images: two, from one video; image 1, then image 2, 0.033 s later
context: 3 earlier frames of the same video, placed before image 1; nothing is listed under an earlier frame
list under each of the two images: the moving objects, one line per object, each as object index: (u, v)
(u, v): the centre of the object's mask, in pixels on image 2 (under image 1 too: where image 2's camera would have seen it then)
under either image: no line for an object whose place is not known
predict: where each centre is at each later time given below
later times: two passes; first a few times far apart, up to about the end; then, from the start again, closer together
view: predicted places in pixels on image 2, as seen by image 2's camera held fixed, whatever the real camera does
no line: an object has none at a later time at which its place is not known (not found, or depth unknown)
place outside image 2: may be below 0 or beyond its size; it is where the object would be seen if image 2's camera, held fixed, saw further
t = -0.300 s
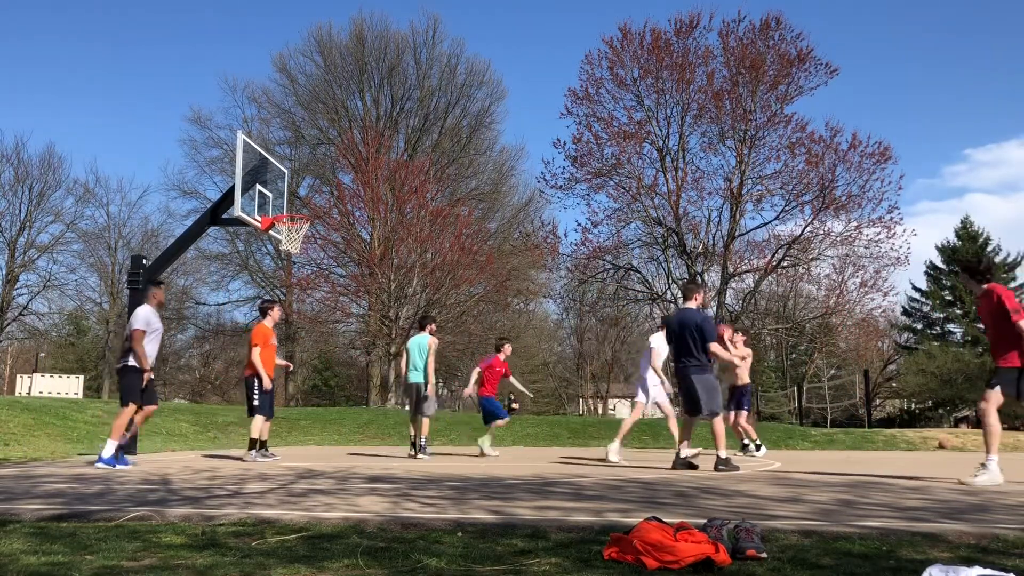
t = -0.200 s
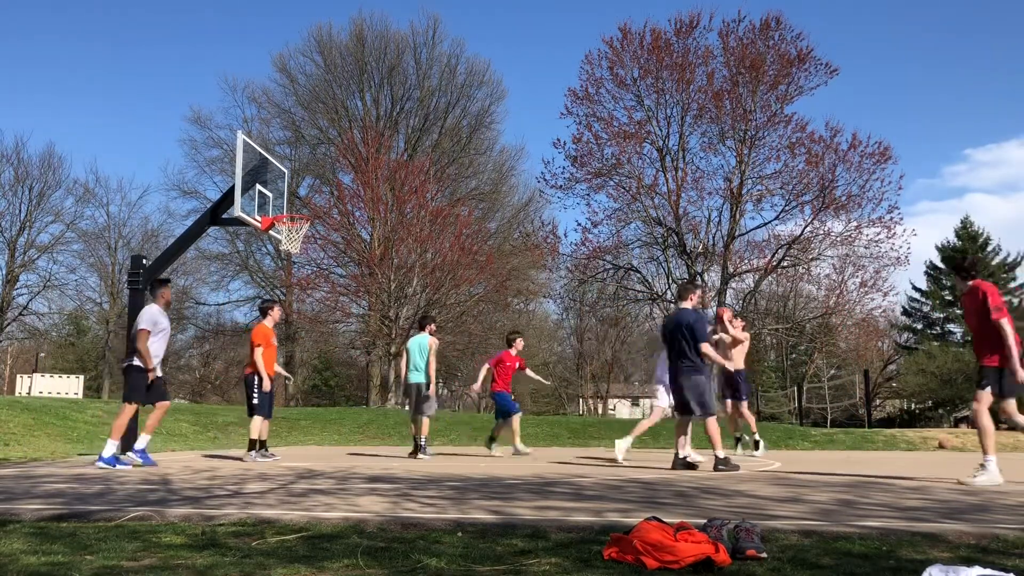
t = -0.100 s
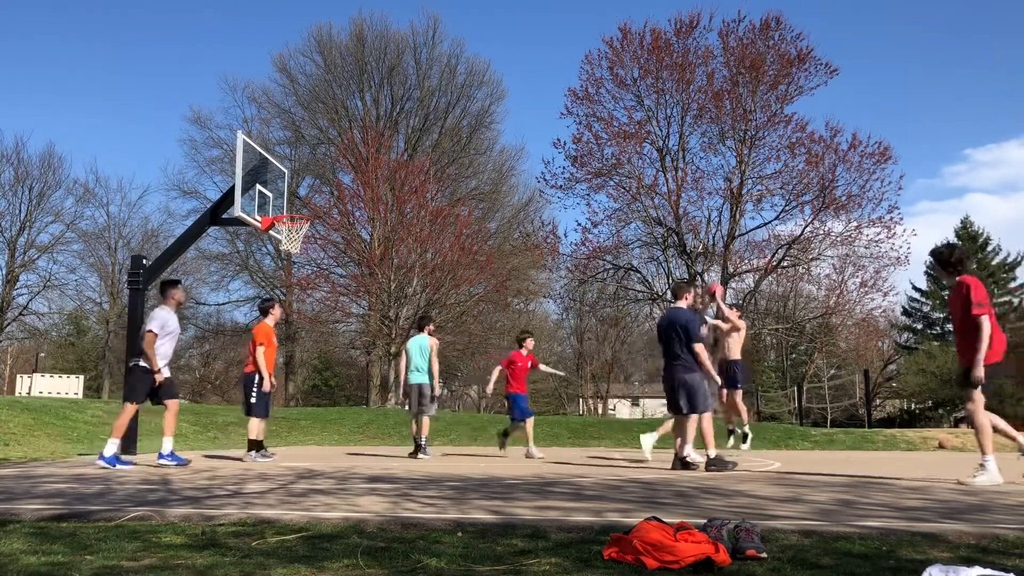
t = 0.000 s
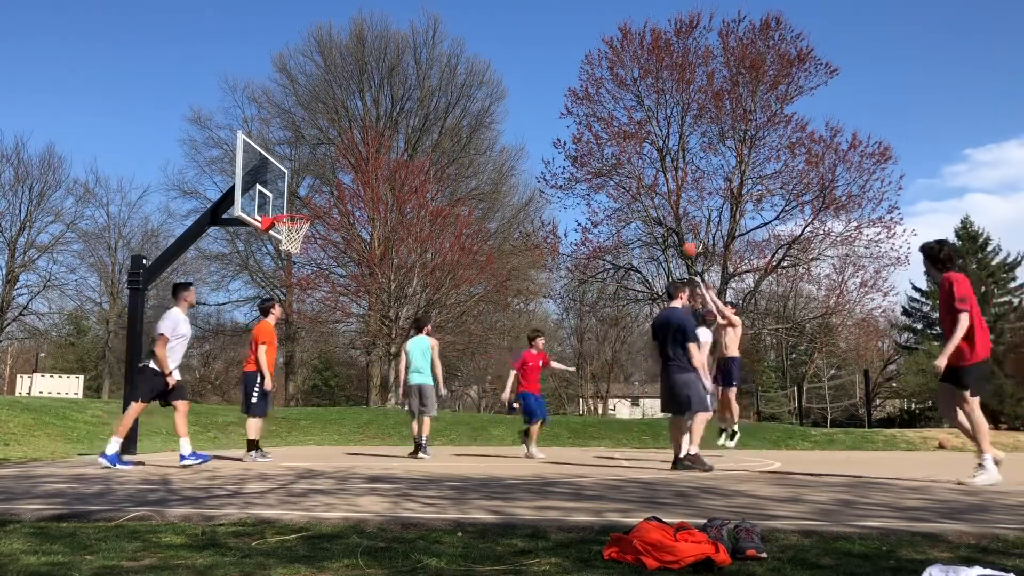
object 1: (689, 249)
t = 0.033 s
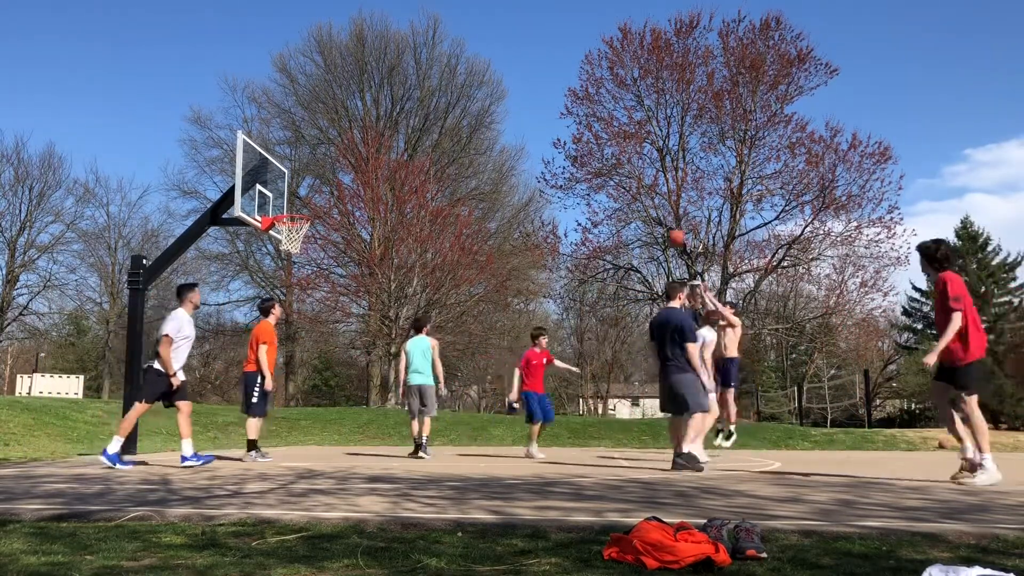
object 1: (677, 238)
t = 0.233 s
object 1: (605, 174)
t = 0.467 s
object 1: (524, 135)
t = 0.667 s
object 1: (452, 128)
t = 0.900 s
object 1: (367, 158)
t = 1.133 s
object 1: (286, 222)
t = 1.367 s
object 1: (295, 252)
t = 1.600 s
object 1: (310, 307)
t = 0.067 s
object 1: (665, 225)
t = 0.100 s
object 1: (653, 214)
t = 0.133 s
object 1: (641, 203)
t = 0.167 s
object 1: (631, 193)
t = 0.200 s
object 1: (618, 183)
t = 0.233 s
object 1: (605, 174)
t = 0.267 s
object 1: (593, 165)
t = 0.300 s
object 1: (582, 161)
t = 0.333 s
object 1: (571, 154)
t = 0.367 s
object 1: (559, 148)
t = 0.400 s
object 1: (548, 144)
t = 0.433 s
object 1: (536, 139)
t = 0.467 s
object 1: (524, 135)
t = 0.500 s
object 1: (512, 132)
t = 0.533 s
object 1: (501, 131)
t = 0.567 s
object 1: (489, 129)
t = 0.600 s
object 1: (477, 128)
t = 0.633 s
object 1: (465, 128)
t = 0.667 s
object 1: (452, 128)
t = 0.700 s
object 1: (441, 131)
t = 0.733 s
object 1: (428, 134)
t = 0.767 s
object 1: (416, 136)
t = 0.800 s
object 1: (404, 142)
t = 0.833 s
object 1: (392, 146)
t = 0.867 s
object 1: (380, 152)
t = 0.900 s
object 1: (367, 158)
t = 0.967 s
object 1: (341, 174)
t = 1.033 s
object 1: (315, 193)
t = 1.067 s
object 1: (303, 203)
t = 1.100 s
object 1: (290, 210)
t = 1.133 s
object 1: (286, 222)
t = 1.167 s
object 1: (282, 228)
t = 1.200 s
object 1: (284, 232)
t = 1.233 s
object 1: (284, 232)
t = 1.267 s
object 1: (289, 239)
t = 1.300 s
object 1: (291, 242)
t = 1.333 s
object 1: (292, 247)
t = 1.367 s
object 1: (295, 252)
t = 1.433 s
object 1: (299, 263)
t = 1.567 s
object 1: (308, 296)
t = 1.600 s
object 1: (310, 307)
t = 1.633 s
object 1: (314, 318)
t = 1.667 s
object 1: (315, 330)
